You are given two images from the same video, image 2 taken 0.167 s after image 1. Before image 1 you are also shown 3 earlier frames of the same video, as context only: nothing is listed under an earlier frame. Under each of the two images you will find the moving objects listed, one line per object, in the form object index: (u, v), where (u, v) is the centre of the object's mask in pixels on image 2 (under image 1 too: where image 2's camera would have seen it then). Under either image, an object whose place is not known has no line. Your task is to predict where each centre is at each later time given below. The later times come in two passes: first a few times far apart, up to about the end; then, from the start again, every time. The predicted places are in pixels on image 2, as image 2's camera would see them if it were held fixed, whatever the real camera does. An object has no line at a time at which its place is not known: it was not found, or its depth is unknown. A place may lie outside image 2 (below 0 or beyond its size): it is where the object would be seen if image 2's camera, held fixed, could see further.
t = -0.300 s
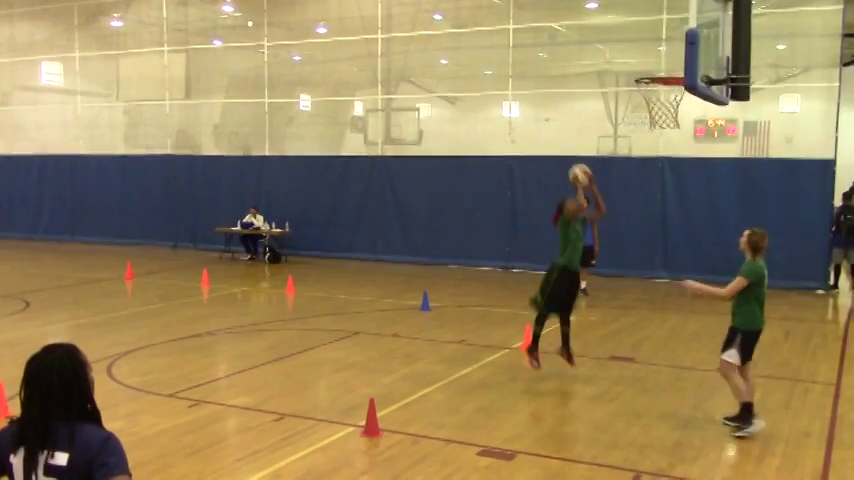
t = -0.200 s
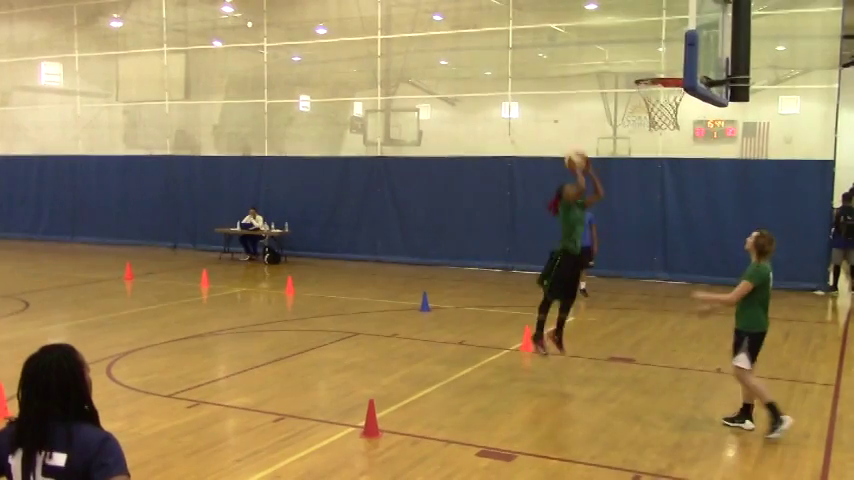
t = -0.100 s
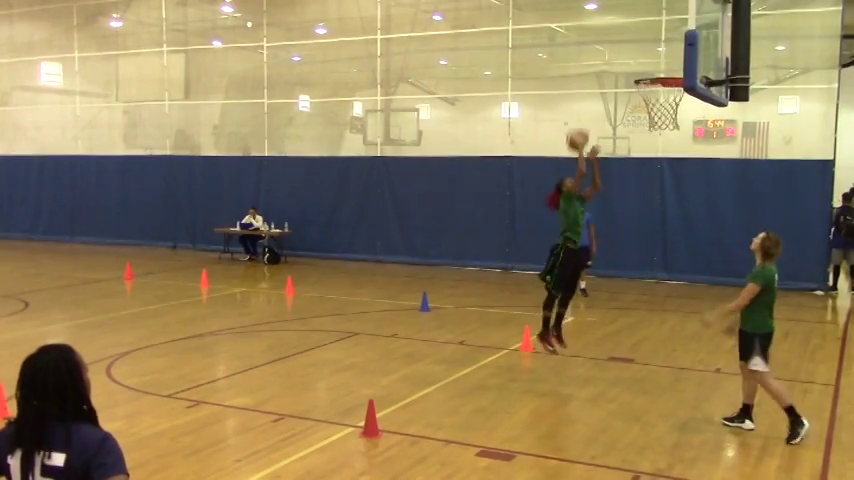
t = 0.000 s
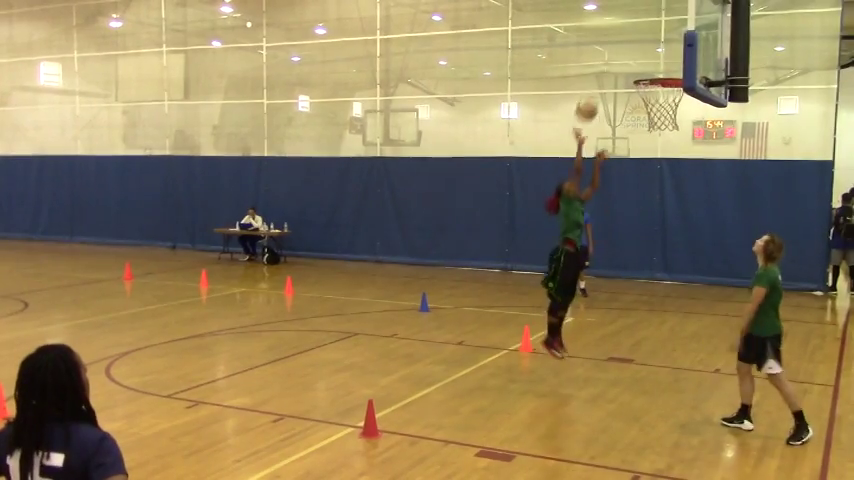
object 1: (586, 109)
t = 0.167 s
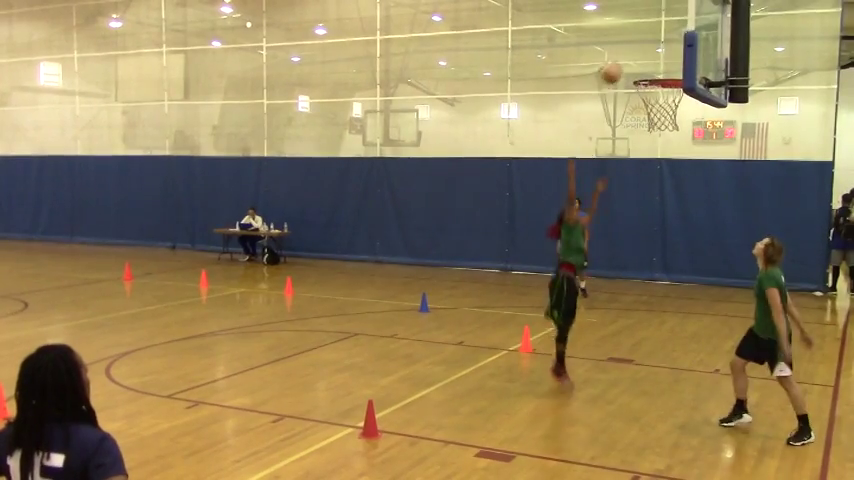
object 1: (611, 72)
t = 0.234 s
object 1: (619, 65)
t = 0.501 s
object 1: (656, 70)
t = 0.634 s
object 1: (666, 85)
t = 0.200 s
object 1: (614, 68)
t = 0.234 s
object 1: (619, 65)
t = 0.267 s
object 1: (624, 62)
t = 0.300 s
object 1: (629, 61)
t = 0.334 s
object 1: (634, 61)
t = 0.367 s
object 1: (639, 61)
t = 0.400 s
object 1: (643, 63)
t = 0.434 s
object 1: (648, 67)
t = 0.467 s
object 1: (653, 69)
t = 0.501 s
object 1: (656, 70)
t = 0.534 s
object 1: (659, 71)
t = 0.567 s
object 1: (662, 71)
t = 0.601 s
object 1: (665, 72)
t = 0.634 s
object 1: (666, 85)
